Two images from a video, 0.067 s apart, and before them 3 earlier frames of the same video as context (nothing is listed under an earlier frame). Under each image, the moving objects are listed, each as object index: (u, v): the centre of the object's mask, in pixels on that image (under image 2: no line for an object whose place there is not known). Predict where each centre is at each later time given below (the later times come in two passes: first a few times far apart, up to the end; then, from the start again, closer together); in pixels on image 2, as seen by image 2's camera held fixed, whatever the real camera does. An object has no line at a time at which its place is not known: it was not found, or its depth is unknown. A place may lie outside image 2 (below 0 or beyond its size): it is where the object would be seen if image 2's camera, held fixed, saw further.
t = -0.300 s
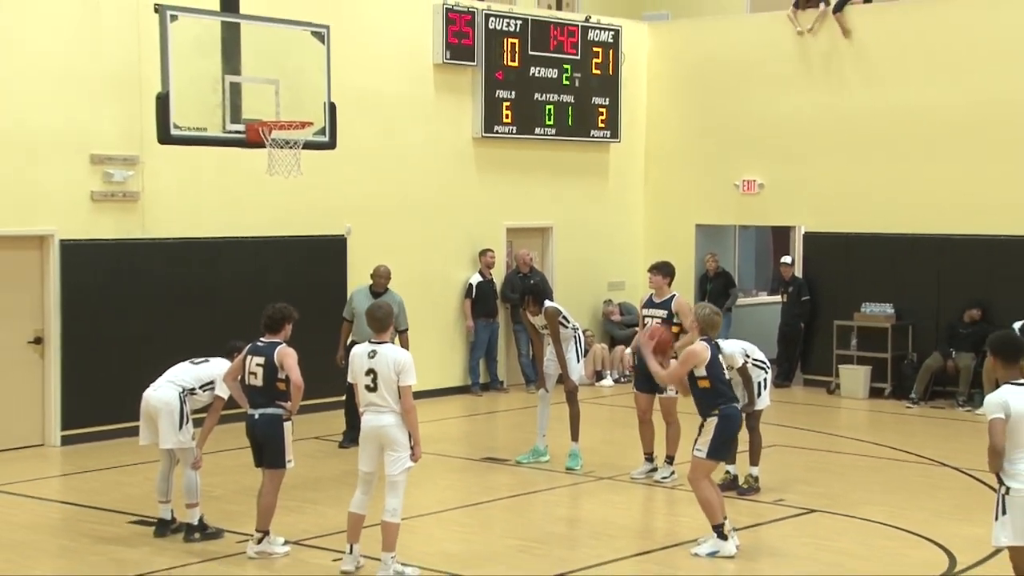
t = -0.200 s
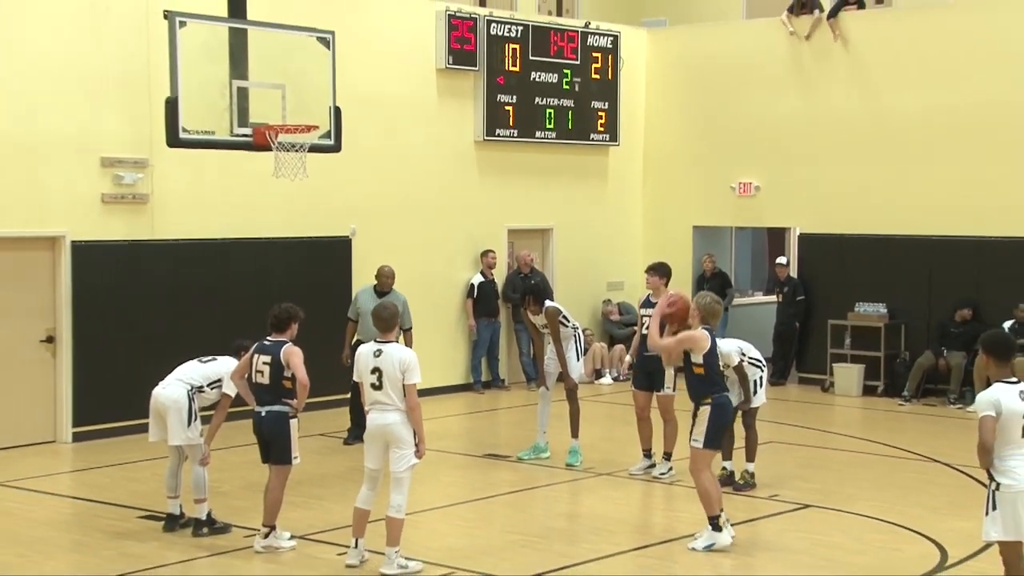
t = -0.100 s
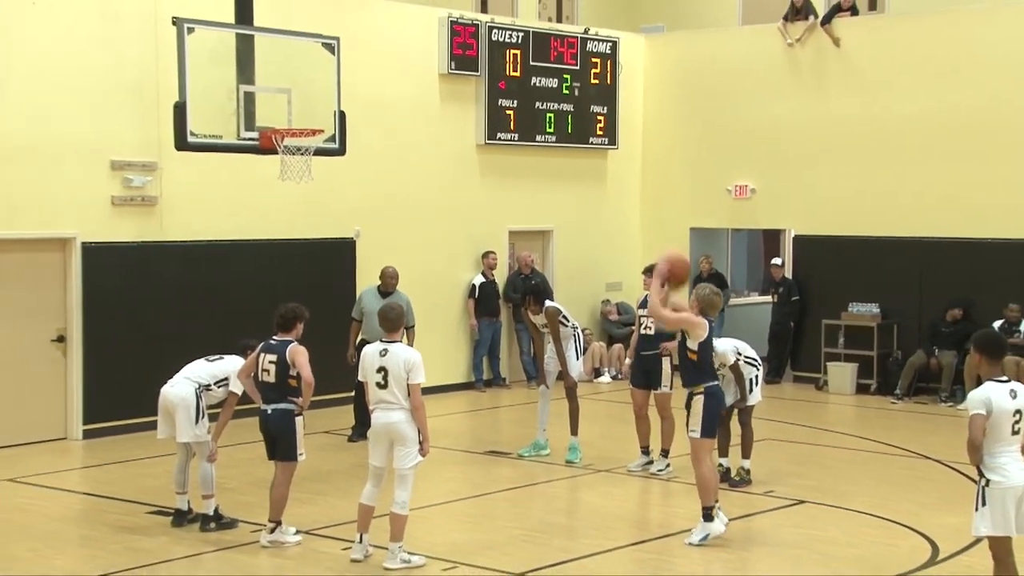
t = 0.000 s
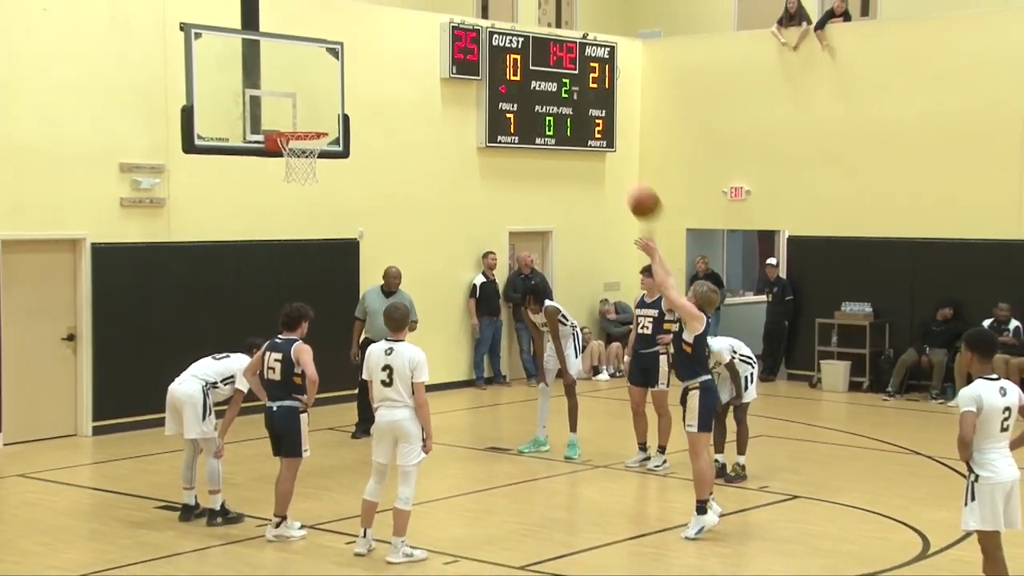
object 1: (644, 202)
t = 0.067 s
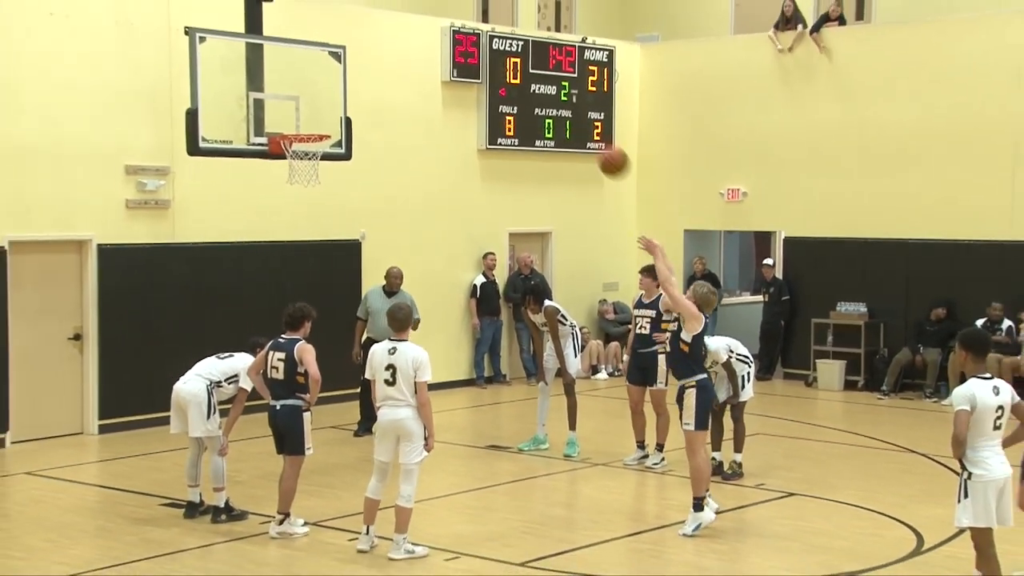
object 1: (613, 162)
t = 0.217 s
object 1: (551, 92)
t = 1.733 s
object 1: (311, 146)
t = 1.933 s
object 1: (311, 200)
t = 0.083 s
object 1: (606, 152)
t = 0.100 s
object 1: (597, 141)
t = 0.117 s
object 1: (593, 135)
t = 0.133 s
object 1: (583, 123)
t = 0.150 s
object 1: (579, 120)
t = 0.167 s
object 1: (571, 110)
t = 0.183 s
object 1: (565, 102)
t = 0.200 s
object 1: (556, 95)
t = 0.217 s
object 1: (551, 92)
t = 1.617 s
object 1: (313, 126)
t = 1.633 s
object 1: (313, 127)
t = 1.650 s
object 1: (313, 128)
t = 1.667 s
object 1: (313, 129)
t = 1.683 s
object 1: (313, 136)
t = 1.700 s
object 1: (314, 142)
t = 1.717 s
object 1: (312, 143)
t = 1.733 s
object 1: (311, 146)
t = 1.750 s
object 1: (314, 152)
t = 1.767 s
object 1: (314, 156)
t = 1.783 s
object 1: (314, 161)
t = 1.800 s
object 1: (313, 164)
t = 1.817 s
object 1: (313, 166)
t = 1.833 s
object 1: (312, 170)
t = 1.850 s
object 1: (312, 175)
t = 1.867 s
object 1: (312, 180)
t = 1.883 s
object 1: (311, 186)
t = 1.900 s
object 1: (311, 191)
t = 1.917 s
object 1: (310, 194)
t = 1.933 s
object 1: (311, 200)
